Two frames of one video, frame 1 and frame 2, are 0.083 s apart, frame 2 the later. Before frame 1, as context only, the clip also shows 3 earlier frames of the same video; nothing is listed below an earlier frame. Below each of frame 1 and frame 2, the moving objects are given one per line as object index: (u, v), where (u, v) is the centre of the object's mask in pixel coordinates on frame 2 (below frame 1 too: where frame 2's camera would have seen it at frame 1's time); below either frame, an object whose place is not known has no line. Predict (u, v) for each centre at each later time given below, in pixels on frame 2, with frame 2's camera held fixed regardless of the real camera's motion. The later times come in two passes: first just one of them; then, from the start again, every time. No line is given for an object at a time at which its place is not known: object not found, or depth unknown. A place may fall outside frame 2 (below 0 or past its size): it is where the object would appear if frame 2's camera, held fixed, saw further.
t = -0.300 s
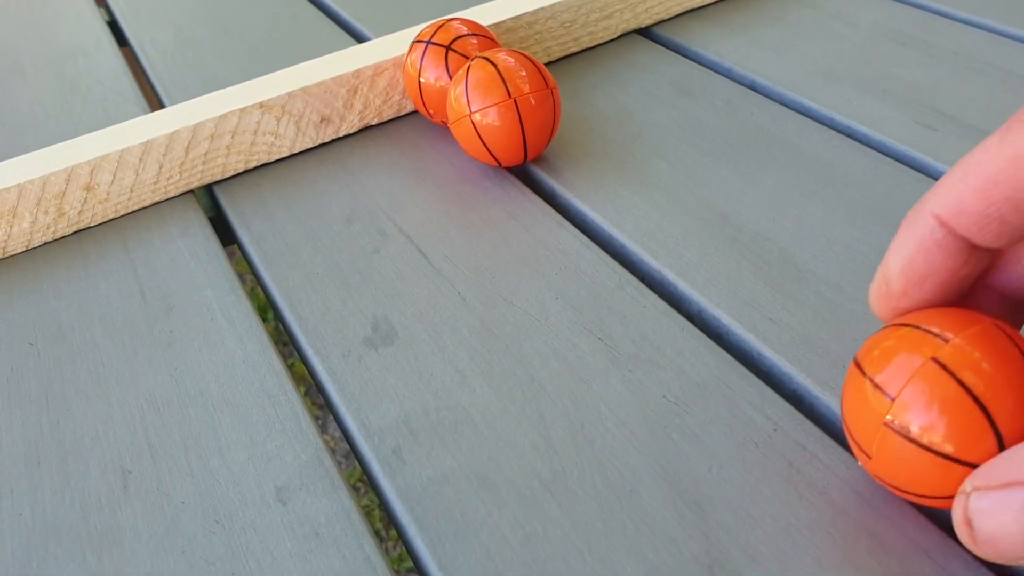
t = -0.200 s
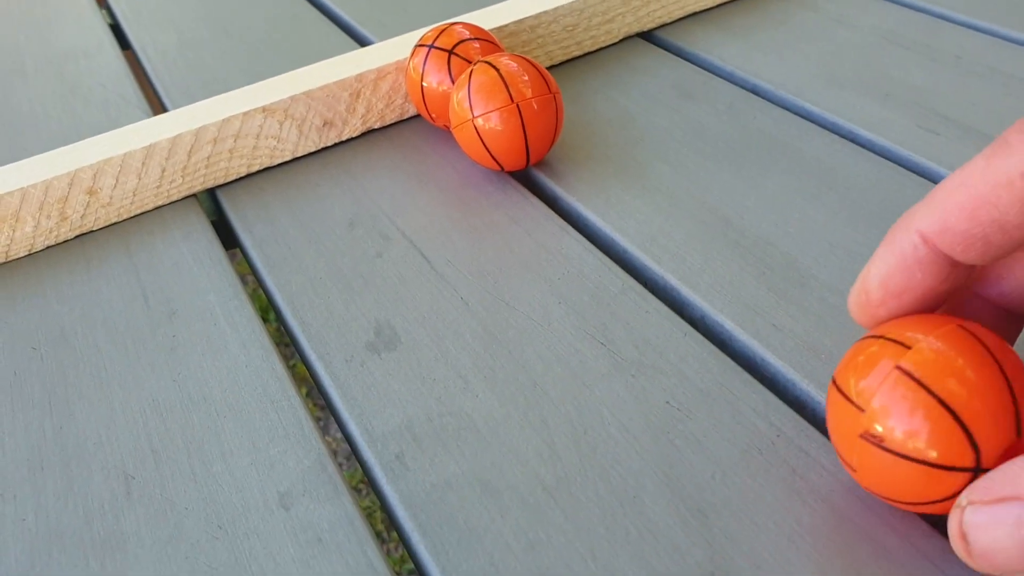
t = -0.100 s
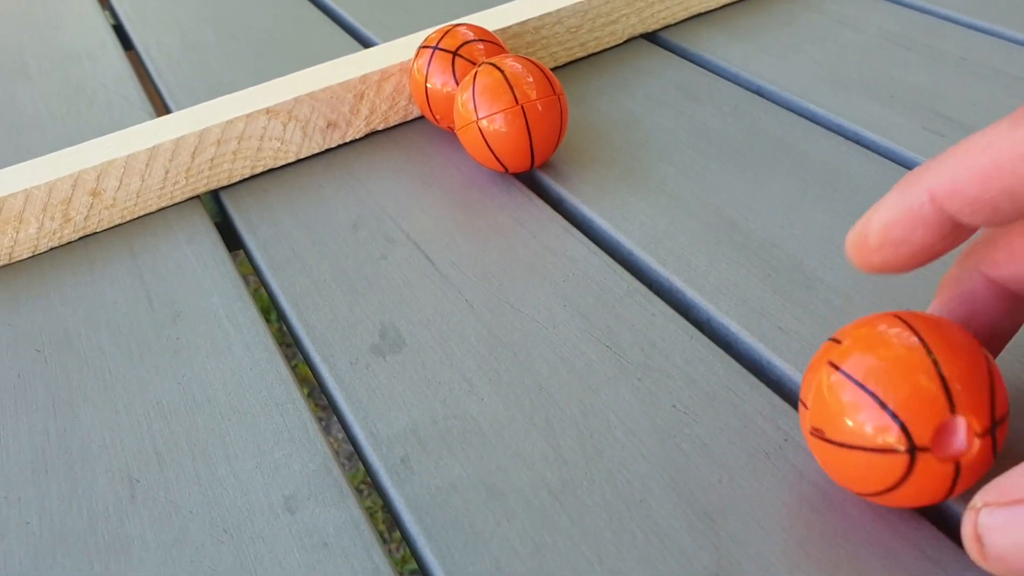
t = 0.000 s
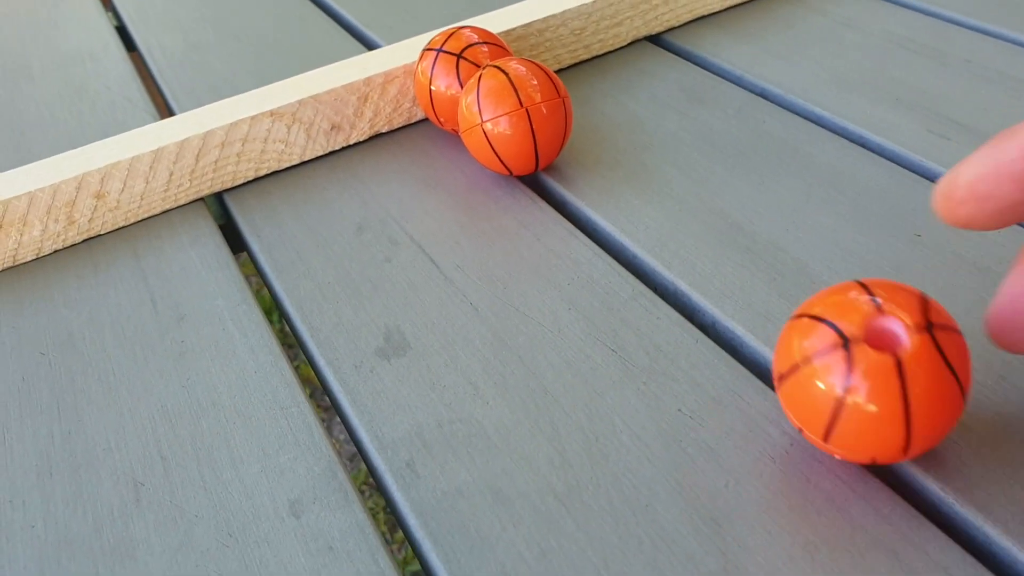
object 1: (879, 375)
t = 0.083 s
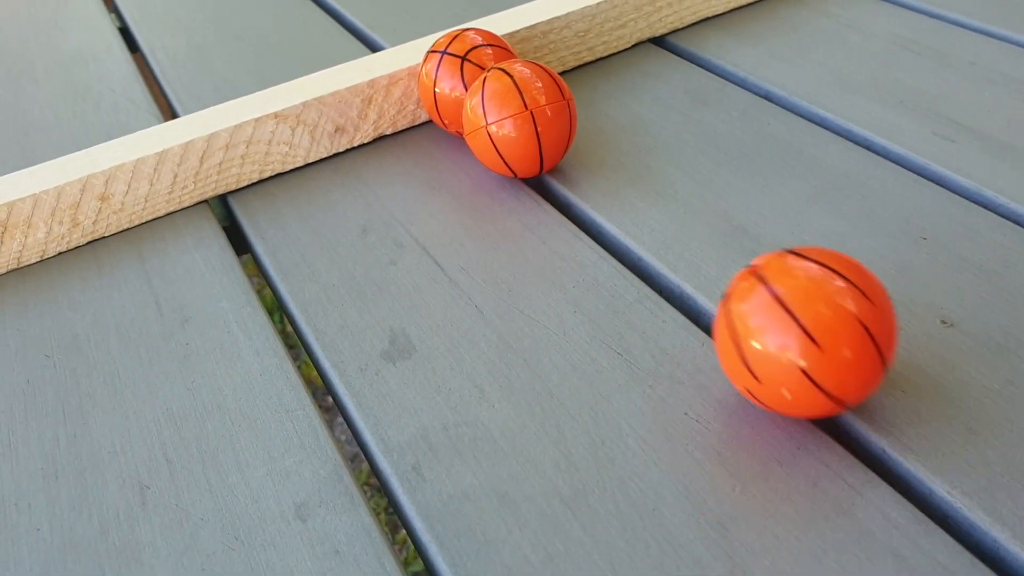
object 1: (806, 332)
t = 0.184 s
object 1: (712, 256)
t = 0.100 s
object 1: (789, 321)
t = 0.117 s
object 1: (773, 309)
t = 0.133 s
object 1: (759, 295)
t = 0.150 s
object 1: (745, 283)
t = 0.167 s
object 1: (729, 269)
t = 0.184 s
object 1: (712, 256)
